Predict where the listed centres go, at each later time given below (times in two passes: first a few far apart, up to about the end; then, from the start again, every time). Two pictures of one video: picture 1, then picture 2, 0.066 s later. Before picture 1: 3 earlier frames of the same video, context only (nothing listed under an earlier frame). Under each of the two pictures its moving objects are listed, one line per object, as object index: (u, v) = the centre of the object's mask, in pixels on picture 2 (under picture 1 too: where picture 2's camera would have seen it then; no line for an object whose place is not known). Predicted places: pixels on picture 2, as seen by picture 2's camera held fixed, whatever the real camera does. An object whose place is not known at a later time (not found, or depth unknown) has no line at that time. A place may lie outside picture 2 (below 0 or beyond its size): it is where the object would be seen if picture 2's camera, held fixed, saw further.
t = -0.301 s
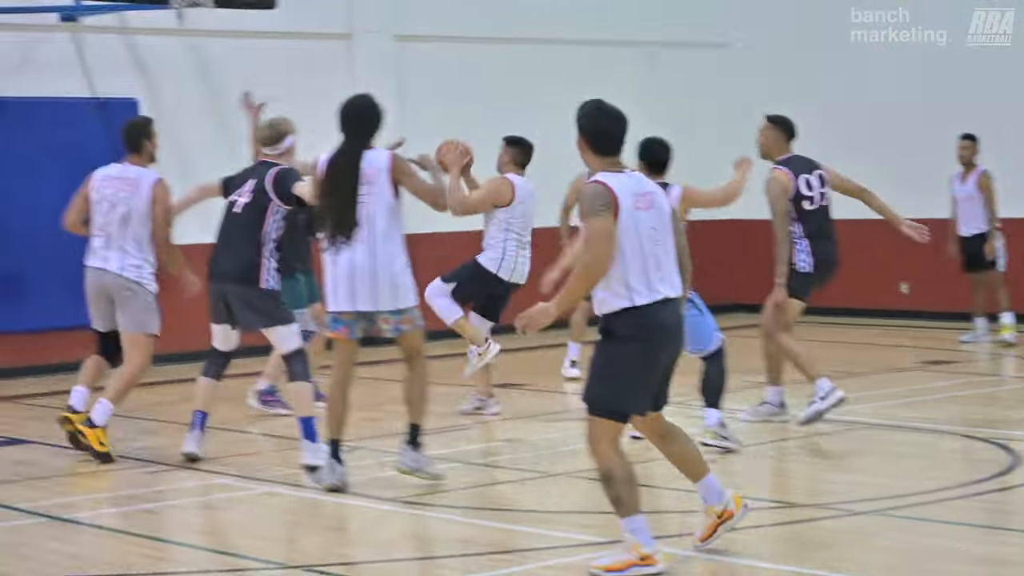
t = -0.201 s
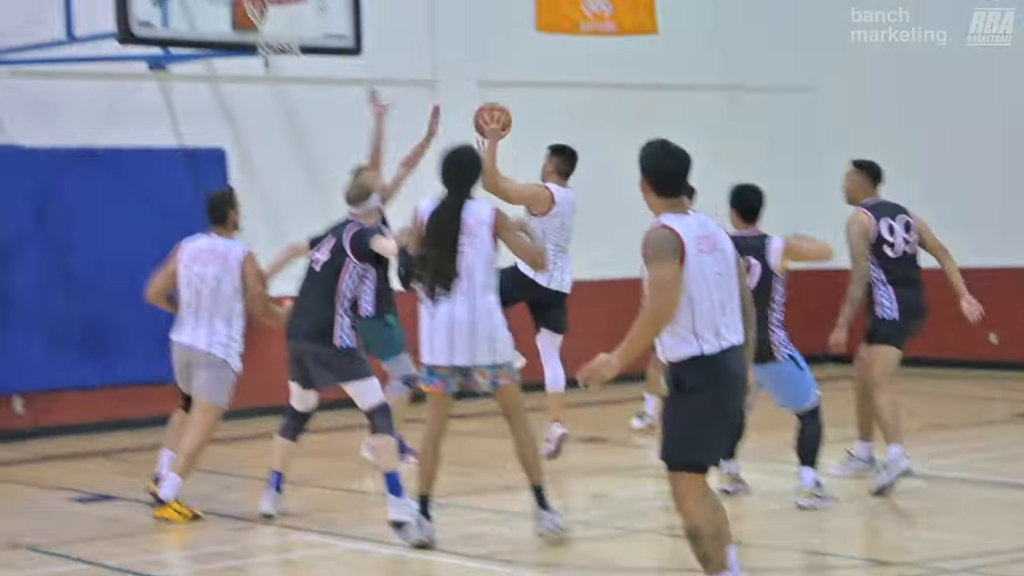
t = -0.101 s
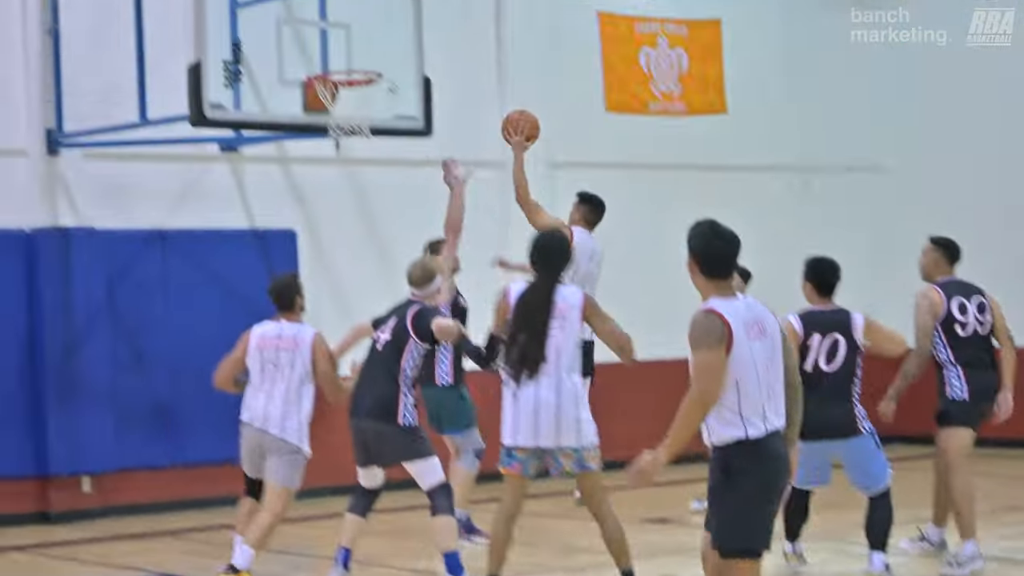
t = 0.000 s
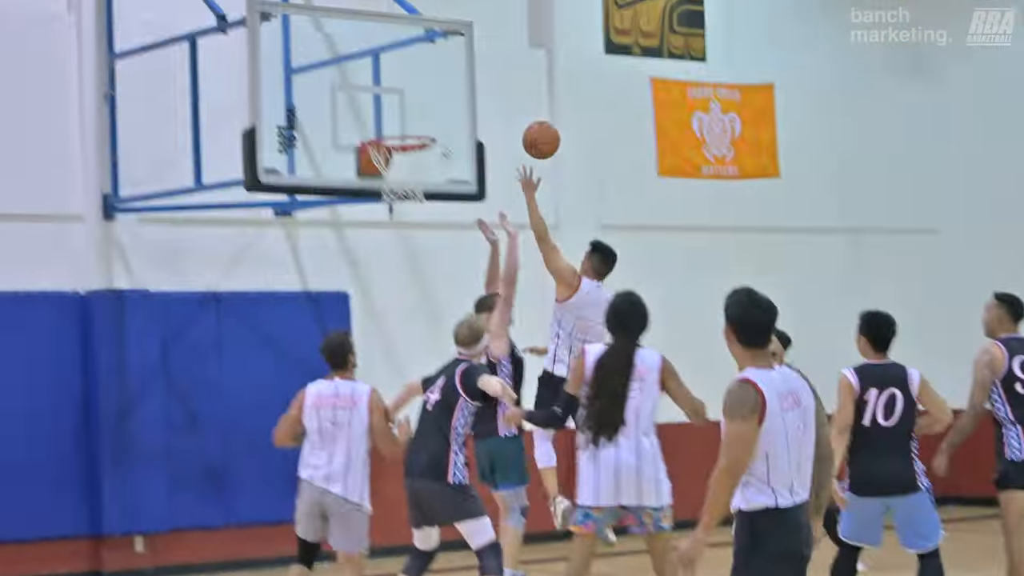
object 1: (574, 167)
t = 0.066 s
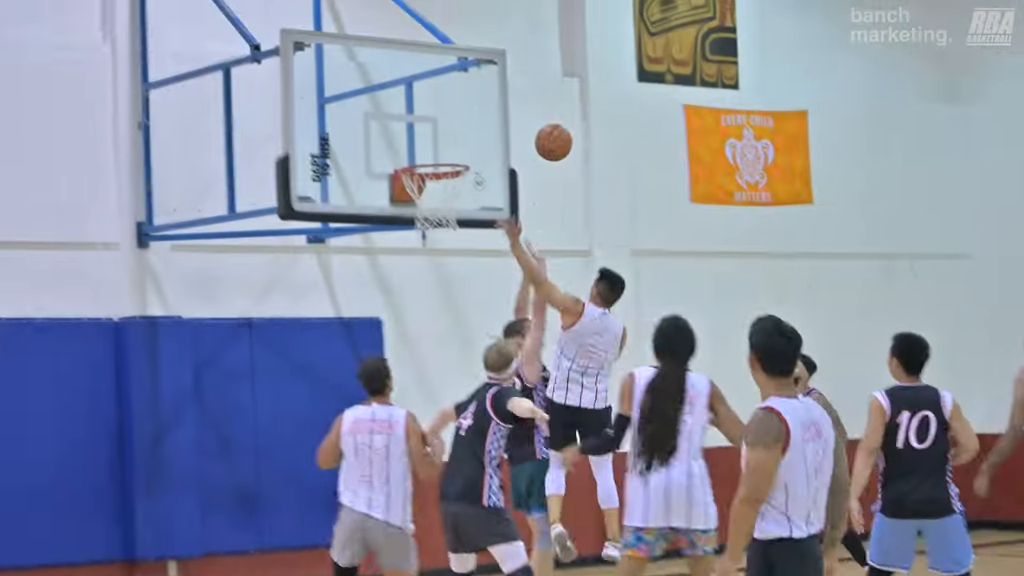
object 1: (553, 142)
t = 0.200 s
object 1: (515, 114)
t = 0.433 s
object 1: (454, 129)
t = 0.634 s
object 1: (431, 190)
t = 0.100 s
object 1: (543, 132)
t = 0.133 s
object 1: (534, 124)
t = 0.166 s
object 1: (524, 118)
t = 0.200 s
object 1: (515, 114)
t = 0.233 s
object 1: (505, 111)
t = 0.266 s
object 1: (496, 110)
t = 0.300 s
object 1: (488, 110)
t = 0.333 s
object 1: (479, 113)
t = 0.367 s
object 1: (470, 116)
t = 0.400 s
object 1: (462, 122)
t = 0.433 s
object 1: (454, 129)
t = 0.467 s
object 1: (446, 137)
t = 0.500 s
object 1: (438, 147)
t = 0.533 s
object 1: (430, 155)
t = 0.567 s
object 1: (425, 173)
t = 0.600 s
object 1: (425, 183)
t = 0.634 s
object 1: (431, 190)
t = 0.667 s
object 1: (436, 207)
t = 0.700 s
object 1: (439, 219)
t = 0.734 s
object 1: (445, 233)
